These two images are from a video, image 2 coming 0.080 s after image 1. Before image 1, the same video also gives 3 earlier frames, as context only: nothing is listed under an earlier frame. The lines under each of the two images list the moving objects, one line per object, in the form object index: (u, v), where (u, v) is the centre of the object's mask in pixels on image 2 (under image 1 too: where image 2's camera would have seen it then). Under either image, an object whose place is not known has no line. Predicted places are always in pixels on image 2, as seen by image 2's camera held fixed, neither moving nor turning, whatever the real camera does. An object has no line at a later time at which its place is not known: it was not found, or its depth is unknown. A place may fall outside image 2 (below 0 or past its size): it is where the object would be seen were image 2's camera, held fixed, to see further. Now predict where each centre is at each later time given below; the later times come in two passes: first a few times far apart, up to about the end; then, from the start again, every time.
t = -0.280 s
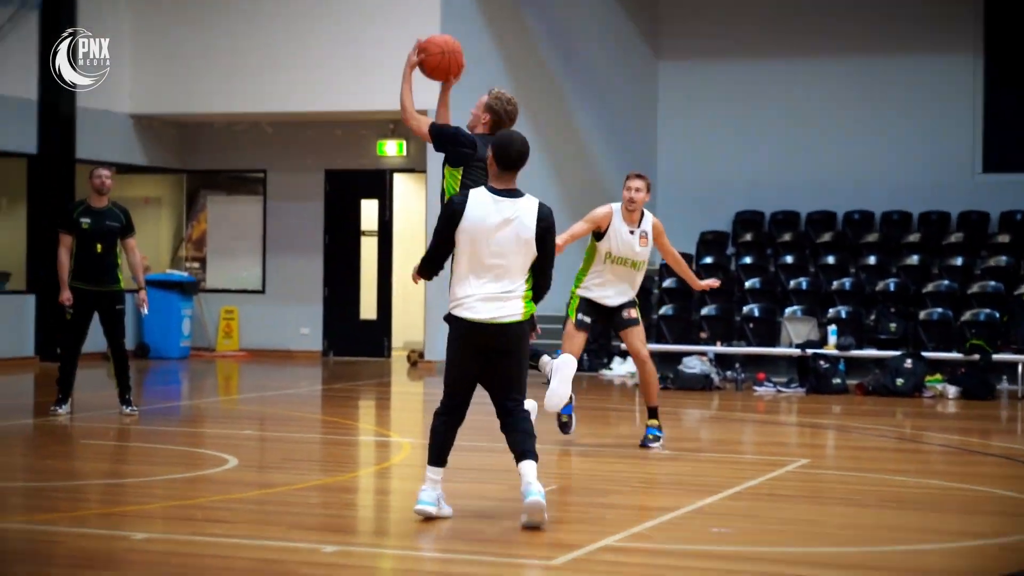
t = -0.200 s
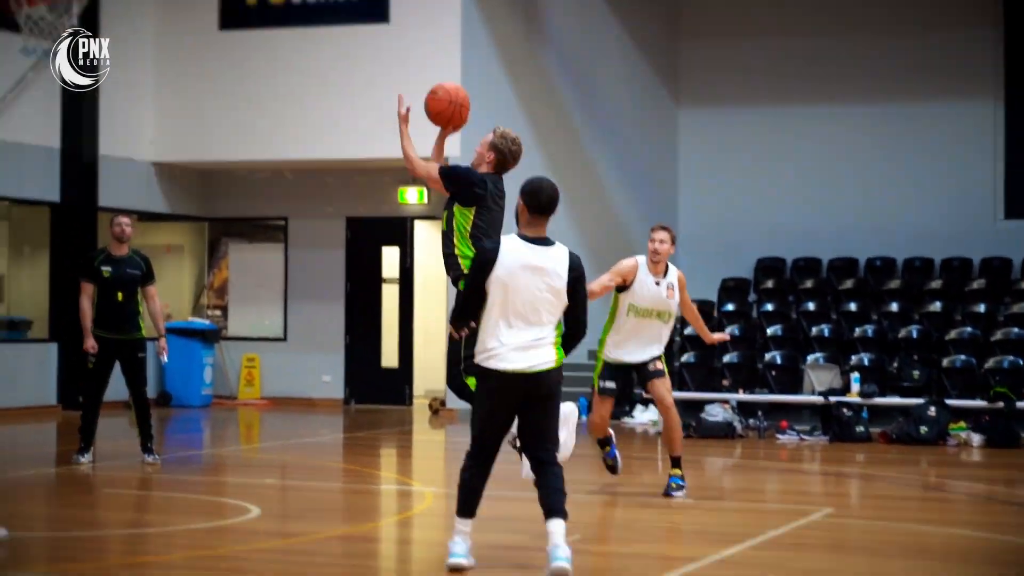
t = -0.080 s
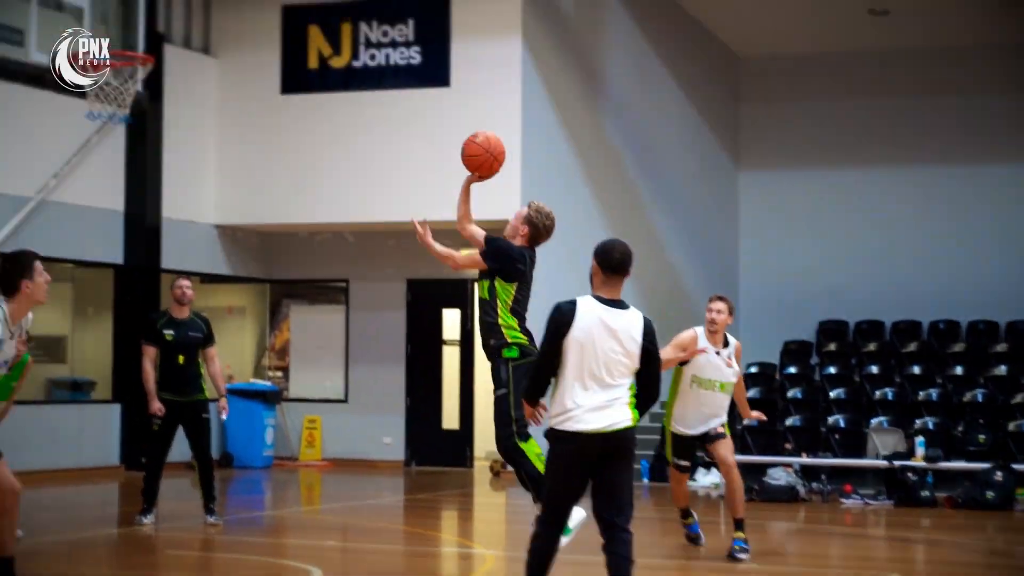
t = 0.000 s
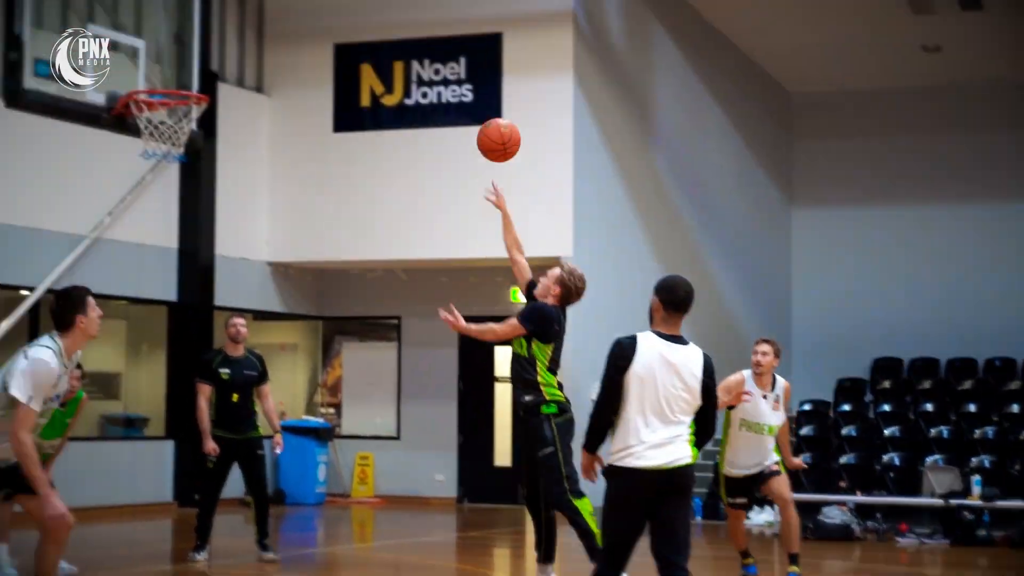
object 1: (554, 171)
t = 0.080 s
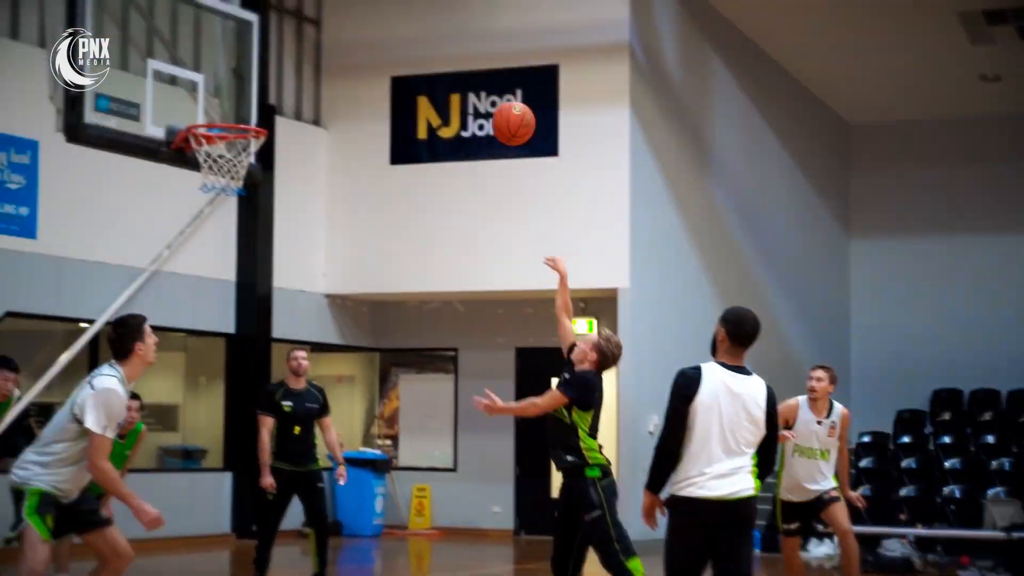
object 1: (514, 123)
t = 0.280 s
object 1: (415, 53)
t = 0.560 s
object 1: (281, 69)
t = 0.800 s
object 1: (219, 173)
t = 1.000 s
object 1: (262, 289)
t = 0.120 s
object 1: (494, 103)
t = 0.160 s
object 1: (474, 86)
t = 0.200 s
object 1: (454, 73)
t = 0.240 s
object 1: (435, 61)
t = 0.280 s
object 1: (415, 53)
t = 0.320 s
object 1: (396, 47)
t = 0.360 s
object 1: (377, 44)
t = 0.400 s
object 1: (358, 43)
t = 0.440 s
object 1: (338, 46)
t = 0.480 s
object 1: (320, 50)
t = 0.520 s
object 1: (300, 58)
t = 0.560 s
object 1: (281, 69)
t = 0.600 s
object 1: (262, 81)
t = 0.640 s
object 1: (242, 97)
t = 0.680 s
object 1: (224, 109)
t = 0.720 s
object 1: (206, 135)
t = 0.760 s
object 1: (212, 156)
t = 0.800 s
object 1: (219, 173)
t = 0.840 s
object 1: (230, 192)
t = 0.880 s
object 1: (238, 213)
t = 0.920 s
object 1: (247, 236)
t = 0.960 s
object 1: (254, 261)
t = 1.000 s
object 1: (262, 289)
